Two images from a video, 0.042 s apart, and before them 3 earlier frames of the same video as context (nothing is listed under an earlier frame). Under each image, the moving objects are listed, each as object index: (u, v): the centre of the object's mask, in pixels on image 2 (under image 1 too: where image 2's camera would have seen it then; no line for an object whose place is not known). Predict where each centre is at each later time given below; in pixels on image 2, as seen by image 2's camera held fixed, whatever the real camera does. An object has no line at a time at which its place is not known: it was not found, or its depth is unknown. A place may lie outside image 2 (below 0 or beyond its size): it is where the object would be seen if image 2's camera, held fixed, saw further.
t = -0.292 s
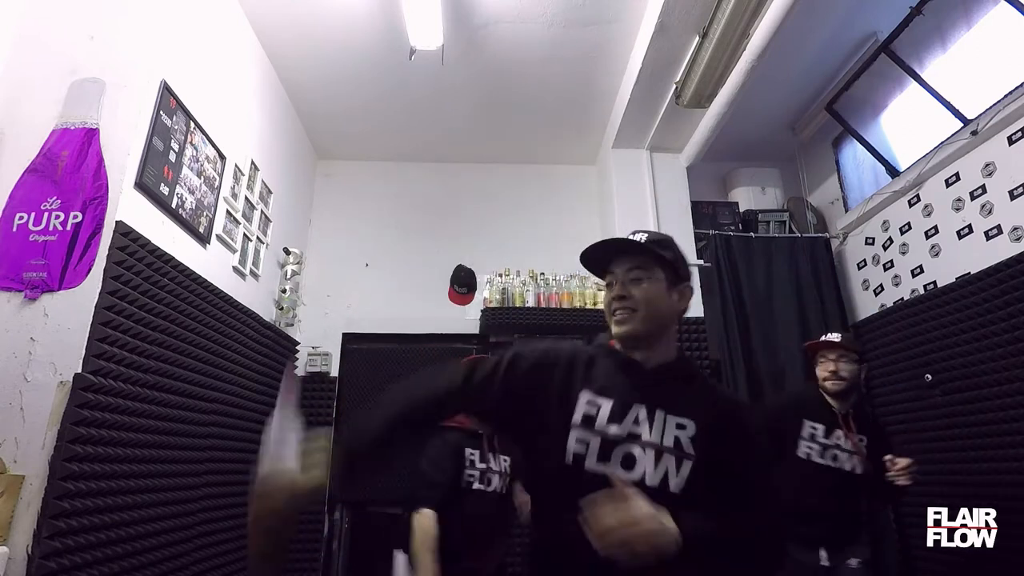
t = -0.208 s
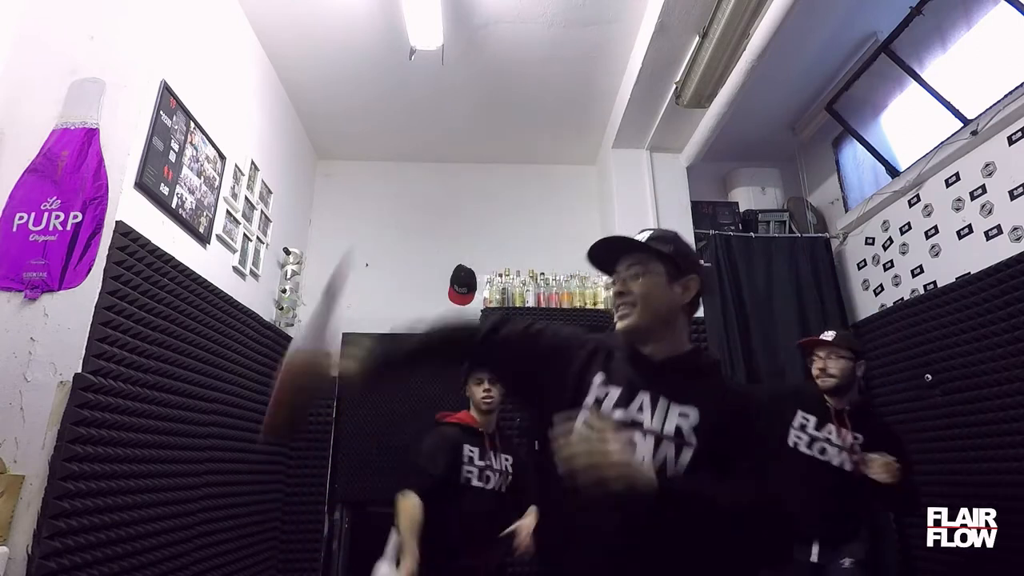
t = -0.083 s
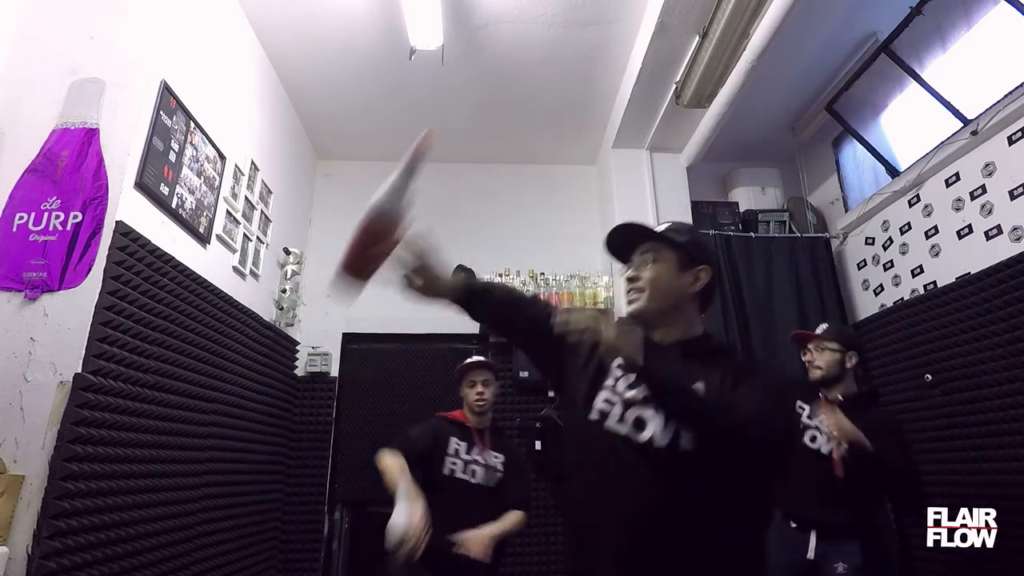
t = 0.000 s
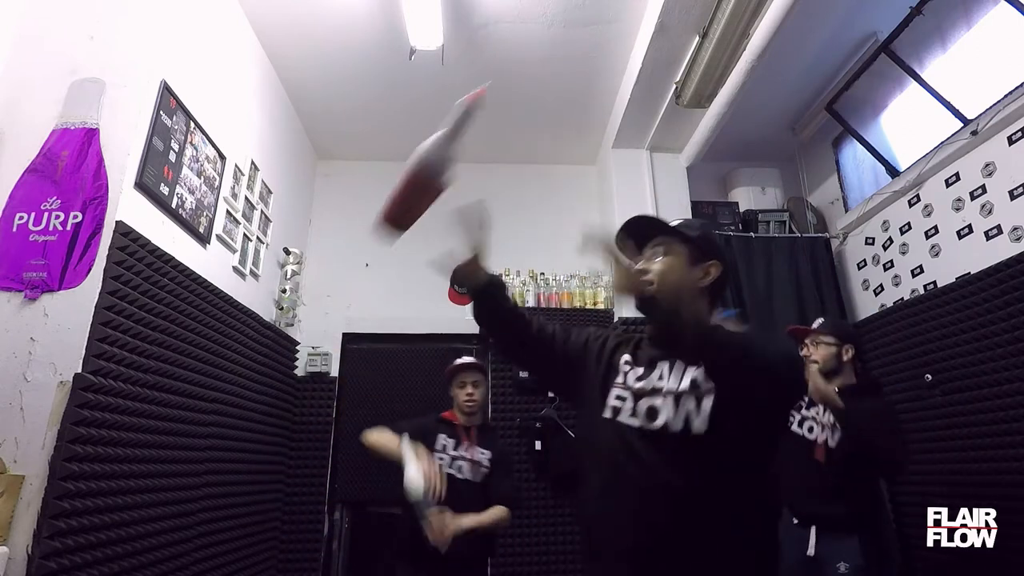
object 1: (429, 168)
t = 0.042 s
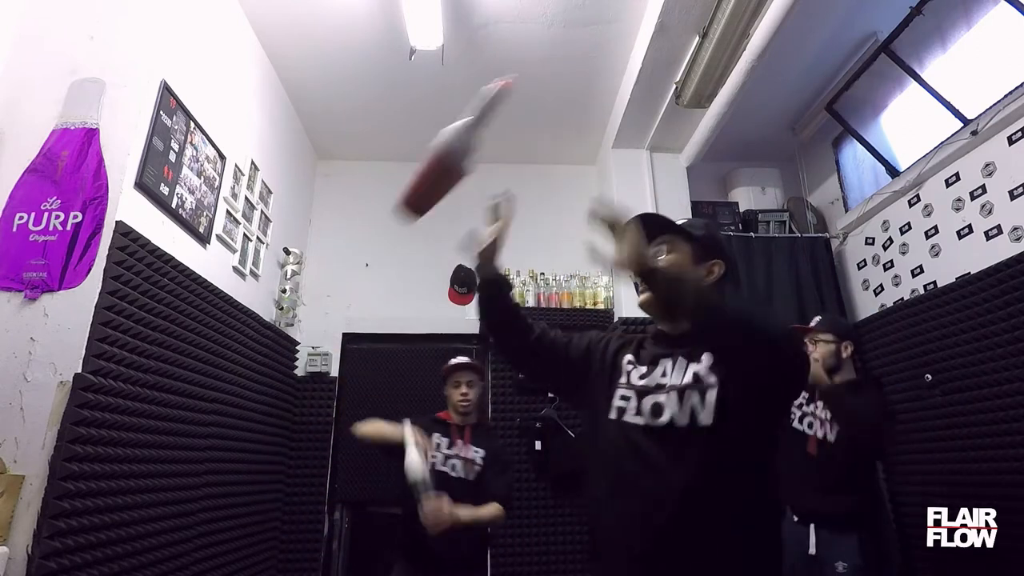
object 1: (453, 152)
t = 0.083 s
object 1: (475, 143)
